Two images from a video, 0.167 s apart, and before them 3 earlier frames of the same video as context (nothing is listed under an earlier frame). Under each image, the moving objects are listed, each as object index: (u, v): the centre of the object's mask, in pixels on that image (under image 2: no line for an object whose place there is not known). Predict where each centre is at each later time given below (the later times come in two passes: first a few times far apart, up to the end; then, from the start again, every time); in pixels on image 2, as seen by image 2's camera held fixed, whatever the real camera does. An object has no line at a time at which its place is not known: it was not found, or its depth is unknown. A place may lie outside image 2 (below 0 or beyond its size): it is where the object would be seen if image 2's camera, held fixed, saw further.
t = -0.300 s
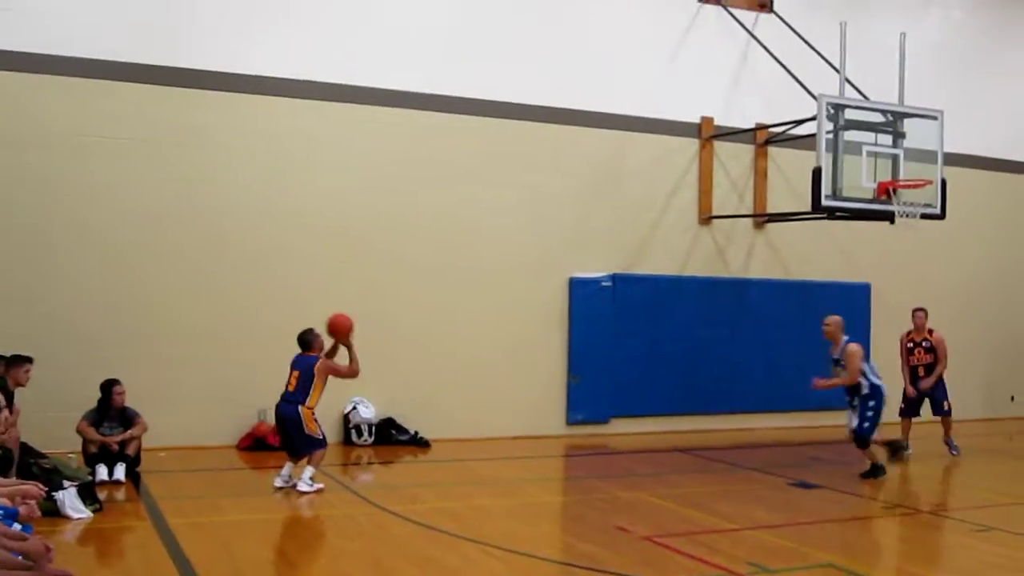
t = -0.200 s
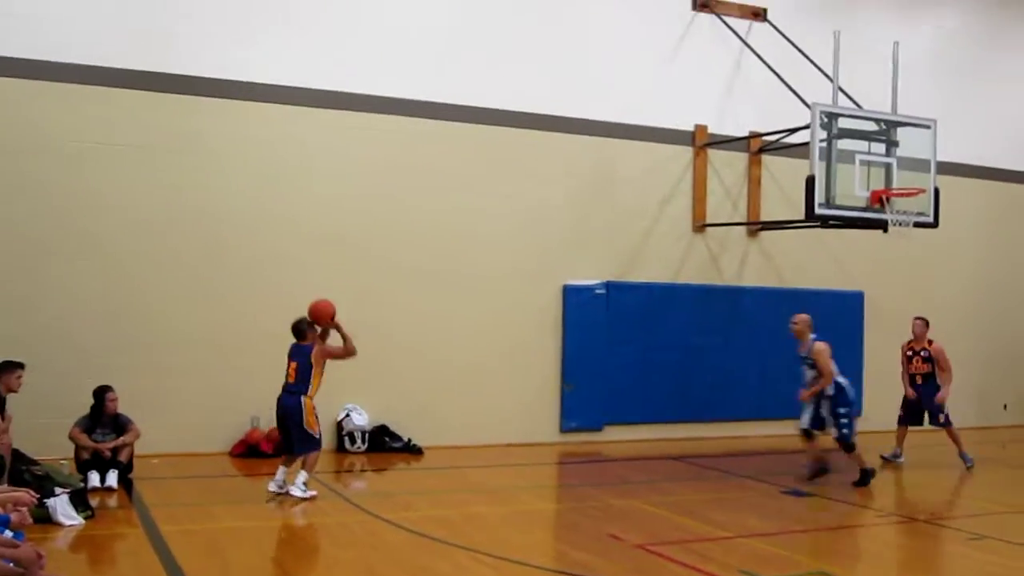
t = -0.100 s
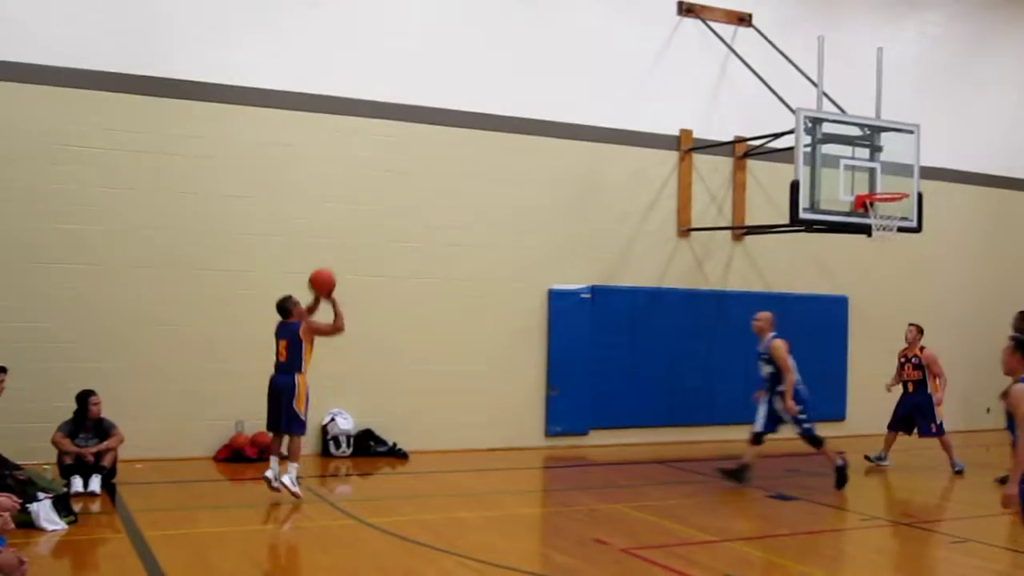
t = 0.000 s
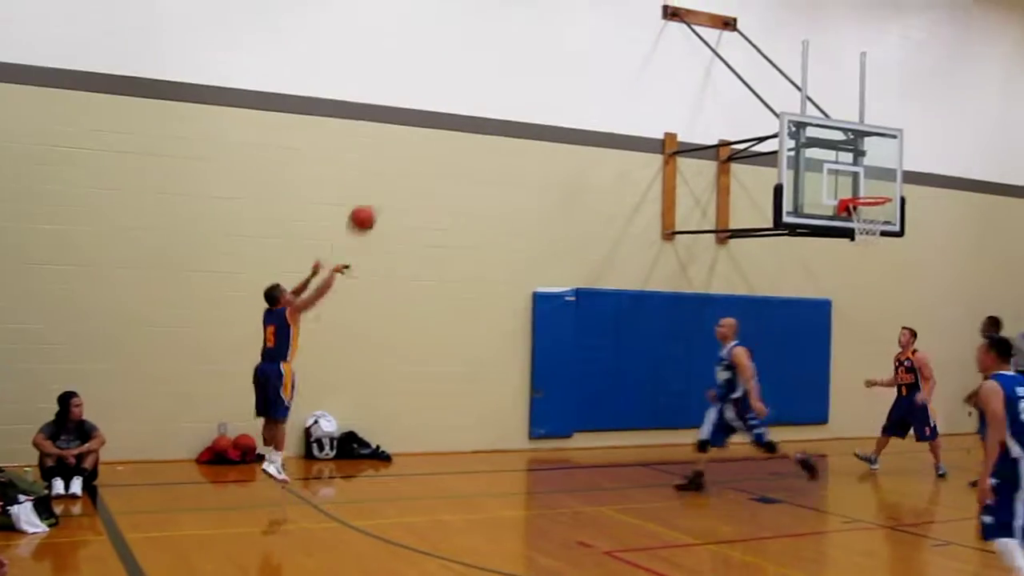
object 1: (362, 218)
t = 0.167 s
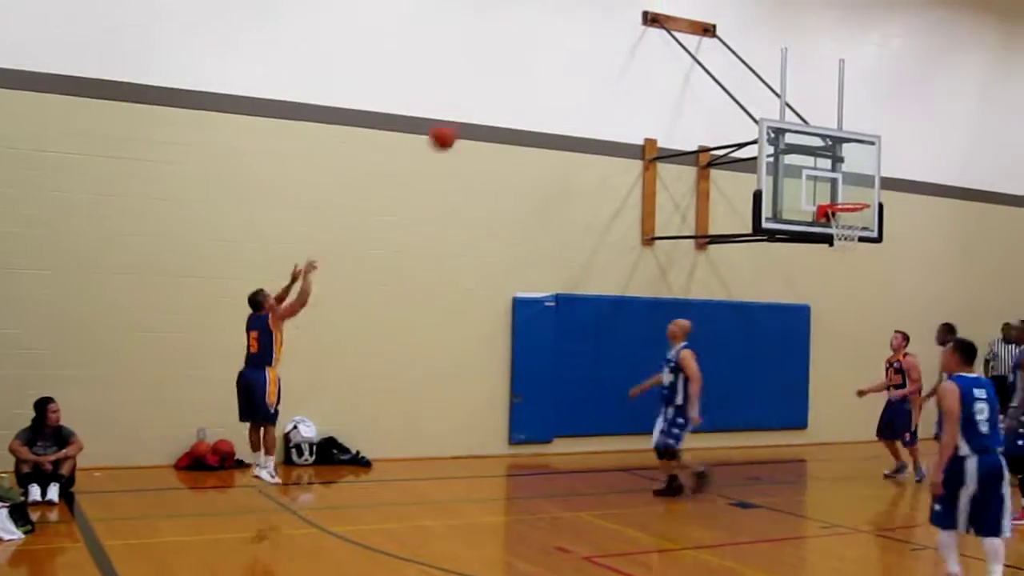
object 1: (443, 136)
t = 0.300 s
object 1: (516, 94)
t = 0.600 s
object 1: (660, 70)
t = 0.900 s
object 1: (781, 130)
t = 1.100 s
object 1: (853, 208)
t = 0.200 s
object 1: (462, 125)
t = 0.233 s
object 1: (480, 113)
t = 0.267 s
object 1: (498, 103)
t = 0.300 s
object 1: (516, 94)
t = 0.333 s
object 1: (533, 87)
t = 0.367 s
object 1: (550, 80)
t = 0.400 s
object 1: (567, 75)
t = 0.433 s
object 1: (583, 72)
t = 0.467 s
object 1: (599, 69)
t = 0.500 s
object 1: (615, 67)
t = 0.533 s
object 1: (630, 67)
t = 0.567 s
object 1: (645, 68)
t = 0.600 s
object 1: (660, 70)
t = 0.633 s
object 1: (675, 72)
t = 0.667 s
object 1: (689, 77)
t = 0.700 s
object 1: (702, 82)
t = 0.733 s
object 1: (717, 88)
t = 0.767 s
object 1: (730, 94)
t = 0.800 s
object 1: (743, 102)
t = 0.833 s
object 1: (756, 111)
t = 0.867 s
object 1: (769, 119)
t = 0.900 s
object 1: (781, 130)
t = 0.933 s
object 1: (794, 141)
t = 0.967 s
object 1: (806, 152)
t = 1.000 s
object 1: (818, 164)
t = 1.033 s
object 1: (830, 178)
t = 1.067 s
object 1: (841, 192)
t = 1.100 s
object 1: (853, 208)
